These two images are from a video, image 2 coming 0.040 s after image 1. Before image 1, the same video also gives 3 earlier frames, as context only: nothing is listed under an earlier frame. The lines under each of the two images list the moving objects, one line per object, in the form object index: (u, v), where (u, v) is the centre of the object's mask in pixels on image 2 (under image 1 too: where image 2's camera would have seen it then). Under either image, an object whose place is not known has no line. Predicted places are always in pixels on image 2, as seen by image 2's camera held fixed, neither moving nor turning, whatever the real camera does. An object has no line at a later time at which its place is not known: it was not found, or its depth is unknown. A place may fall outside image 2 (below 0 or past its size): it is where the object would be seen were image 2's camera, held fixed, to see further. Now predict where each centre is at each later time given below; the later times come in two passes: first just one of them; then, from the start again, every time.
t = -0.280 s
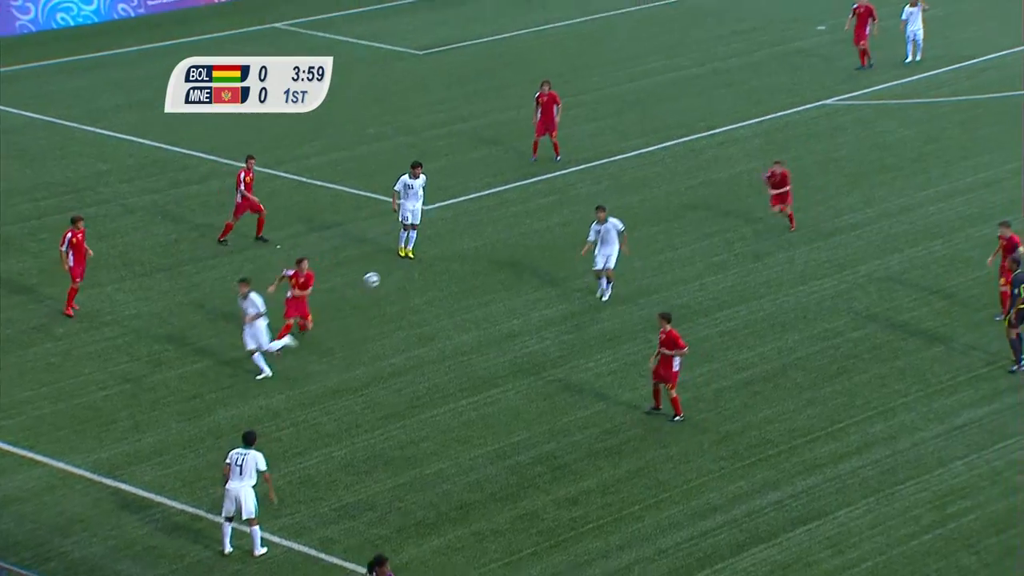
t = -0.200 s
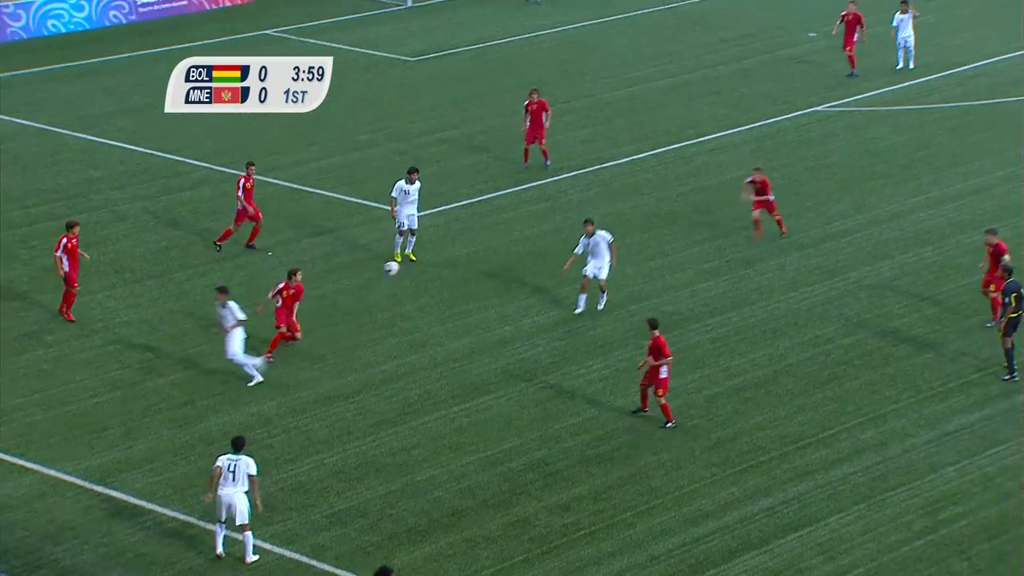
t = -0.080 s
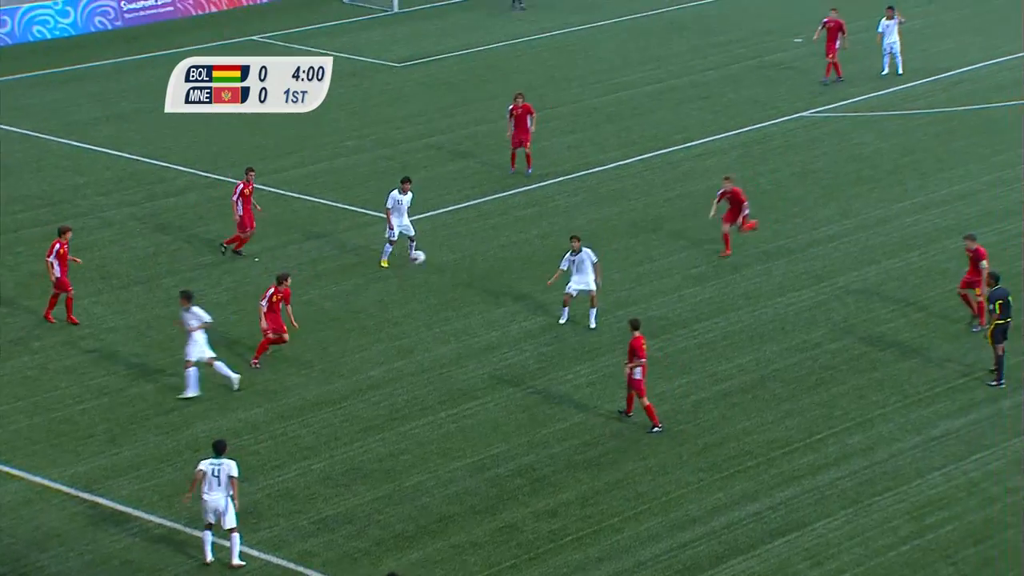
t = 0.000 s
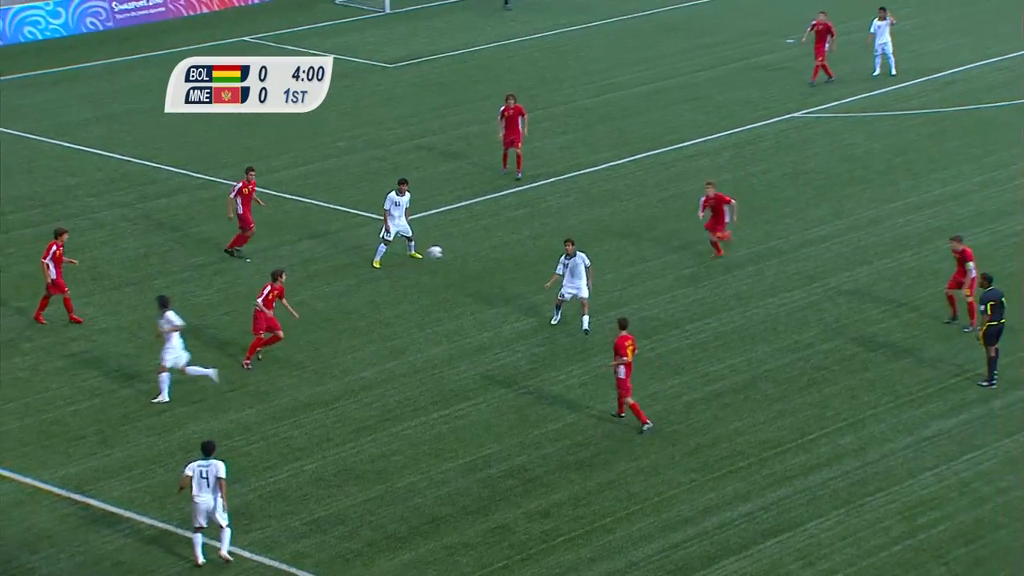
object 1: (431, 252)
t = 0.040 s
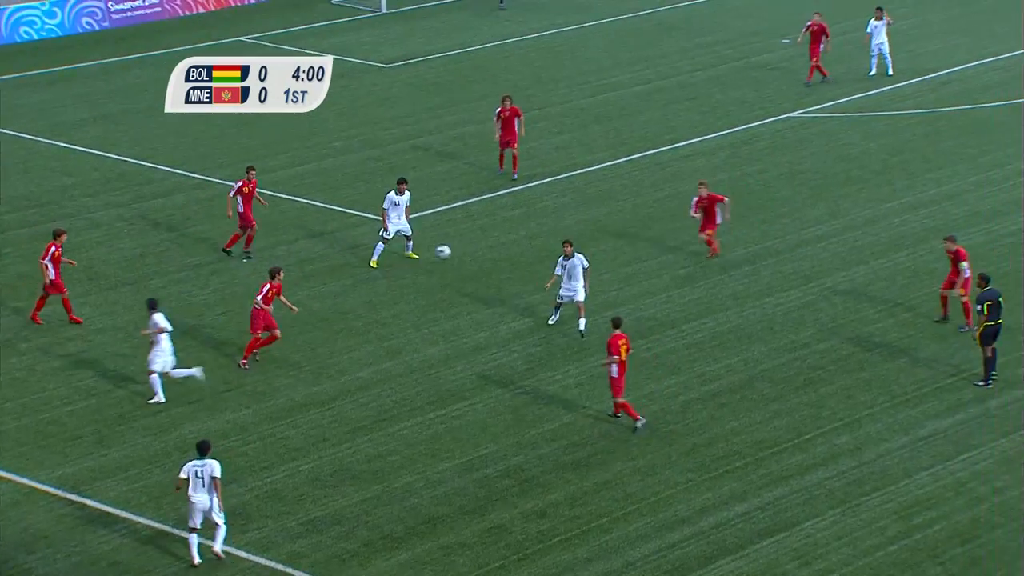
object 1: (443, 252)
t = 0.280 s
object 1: (508, 268)
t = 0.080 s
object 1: (454, 252)
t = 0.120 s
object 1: (465, 253)
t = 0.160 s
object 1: (477, 255)
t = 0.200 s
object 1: (488, 259)
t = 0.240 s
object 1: (498, 263)
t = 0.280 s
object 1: (508, 268)
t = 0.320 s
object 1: (518, 274)
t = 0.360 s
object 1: (528, 281)
